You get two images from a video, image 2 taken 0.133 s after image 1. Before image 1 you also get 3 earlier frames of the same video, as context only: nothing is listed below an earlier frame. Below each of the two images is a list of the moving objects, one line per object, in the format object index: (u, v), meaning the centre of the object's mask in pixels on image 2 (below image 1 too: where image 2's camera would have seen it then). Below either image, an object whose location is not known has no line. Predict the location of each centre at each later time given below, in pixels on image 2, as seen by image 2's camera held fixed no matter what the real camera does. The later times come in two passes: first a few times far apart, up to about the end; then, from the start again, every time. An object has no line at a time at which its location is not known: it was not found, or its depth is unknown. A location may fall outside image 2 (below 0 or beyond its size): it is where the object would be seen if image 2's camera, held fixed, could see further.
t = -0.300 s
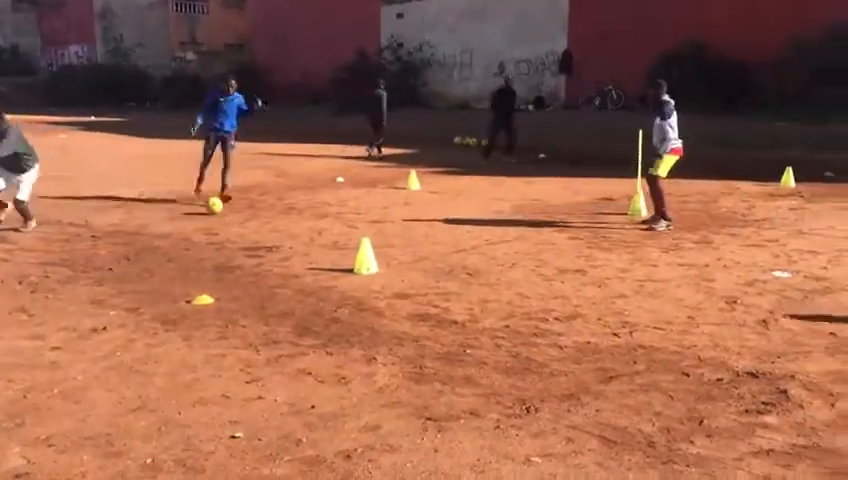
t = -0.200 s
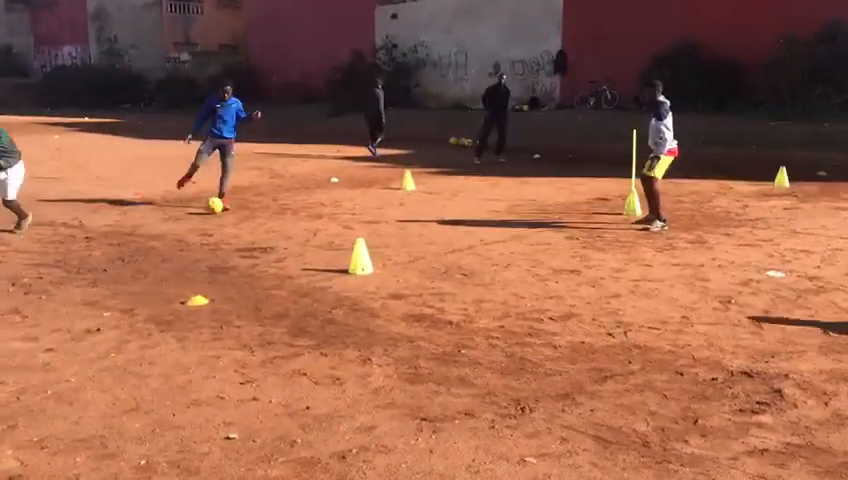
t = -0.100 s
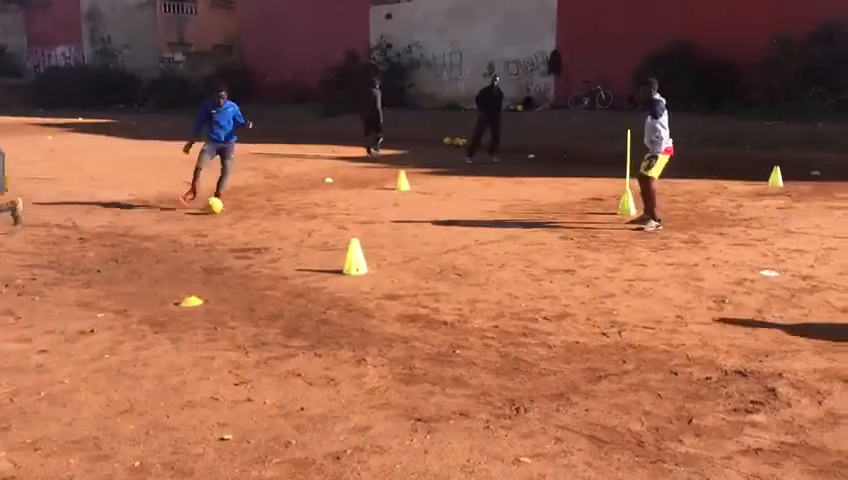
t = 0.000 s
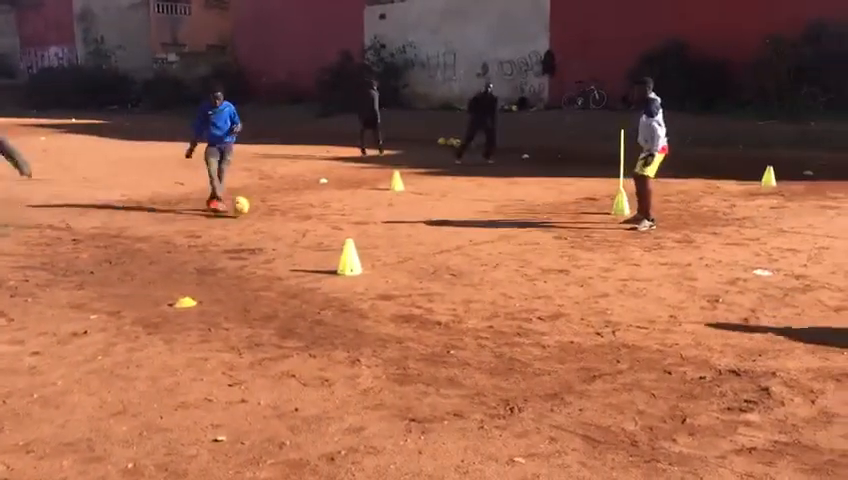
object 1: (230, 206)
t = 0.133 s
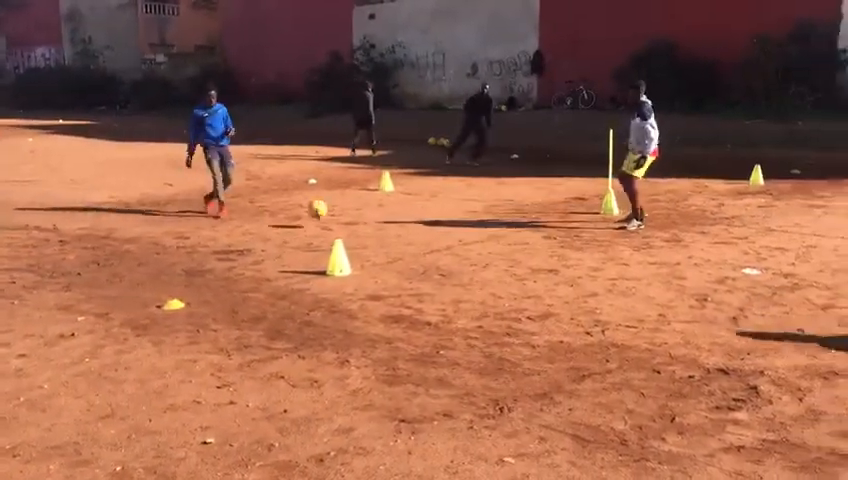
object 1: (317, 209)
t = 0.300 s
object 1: (440, 229)
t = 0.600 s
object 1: (666, 247)
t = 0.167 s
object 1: (342, 212)
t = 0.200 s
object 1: (366, 217)
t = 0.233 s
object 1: (391, 223)
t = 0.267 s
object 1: (417, 230)
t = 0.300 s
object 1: (440, 229)
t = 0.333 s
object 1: (464, 230)
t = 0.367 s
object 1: (489, 231)
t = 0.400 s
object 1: (514, 235)
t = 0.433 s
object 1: (540, 240)
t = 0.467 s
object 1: (568, 246)
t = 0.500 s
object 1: (592, 246)
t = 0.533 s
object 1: (616, 245)
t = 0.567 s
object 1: (642, 245)
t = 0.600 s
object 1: (666, 247)
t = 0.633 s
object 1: (691, 250)
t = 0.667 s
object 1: (717, 255)
